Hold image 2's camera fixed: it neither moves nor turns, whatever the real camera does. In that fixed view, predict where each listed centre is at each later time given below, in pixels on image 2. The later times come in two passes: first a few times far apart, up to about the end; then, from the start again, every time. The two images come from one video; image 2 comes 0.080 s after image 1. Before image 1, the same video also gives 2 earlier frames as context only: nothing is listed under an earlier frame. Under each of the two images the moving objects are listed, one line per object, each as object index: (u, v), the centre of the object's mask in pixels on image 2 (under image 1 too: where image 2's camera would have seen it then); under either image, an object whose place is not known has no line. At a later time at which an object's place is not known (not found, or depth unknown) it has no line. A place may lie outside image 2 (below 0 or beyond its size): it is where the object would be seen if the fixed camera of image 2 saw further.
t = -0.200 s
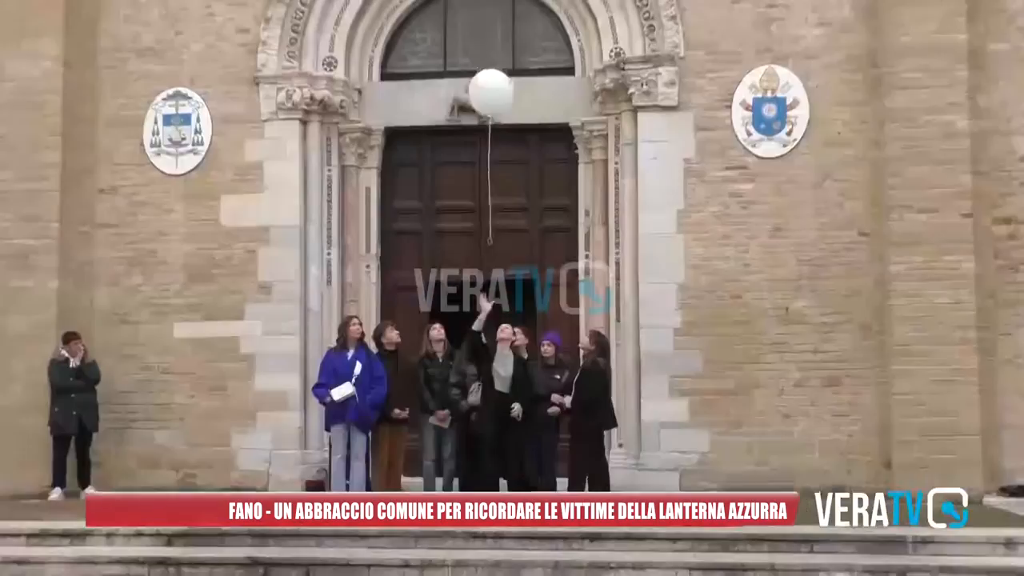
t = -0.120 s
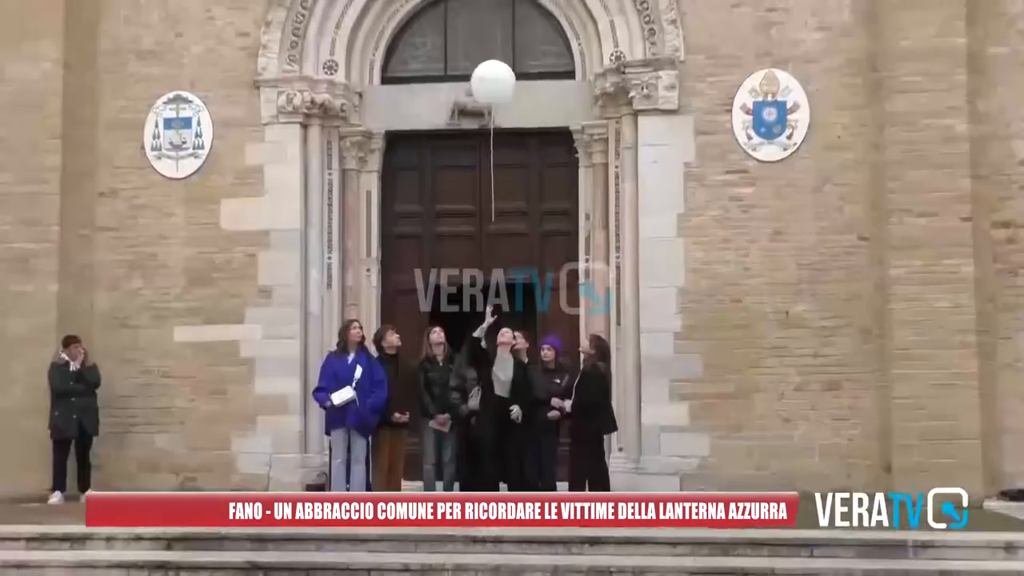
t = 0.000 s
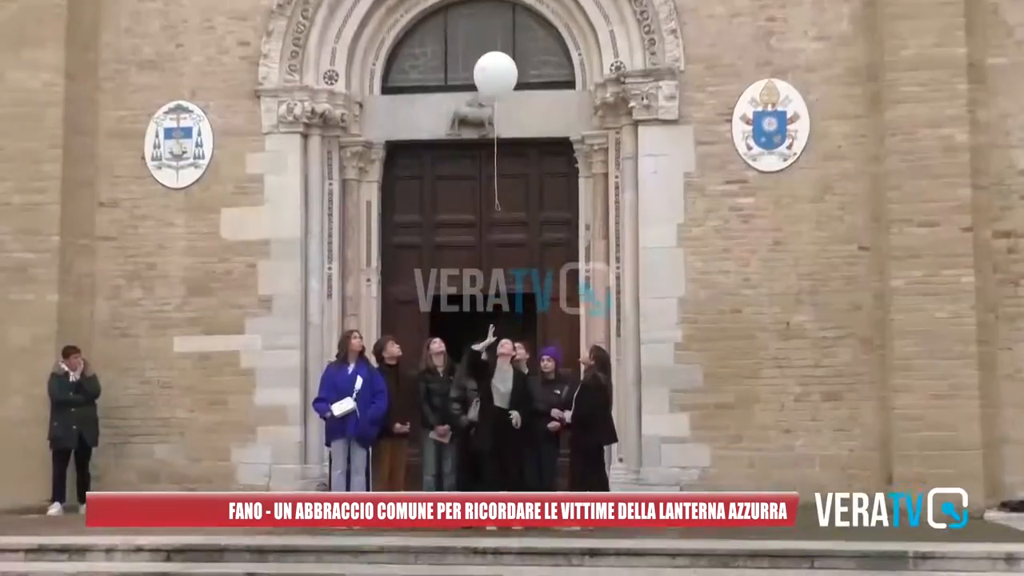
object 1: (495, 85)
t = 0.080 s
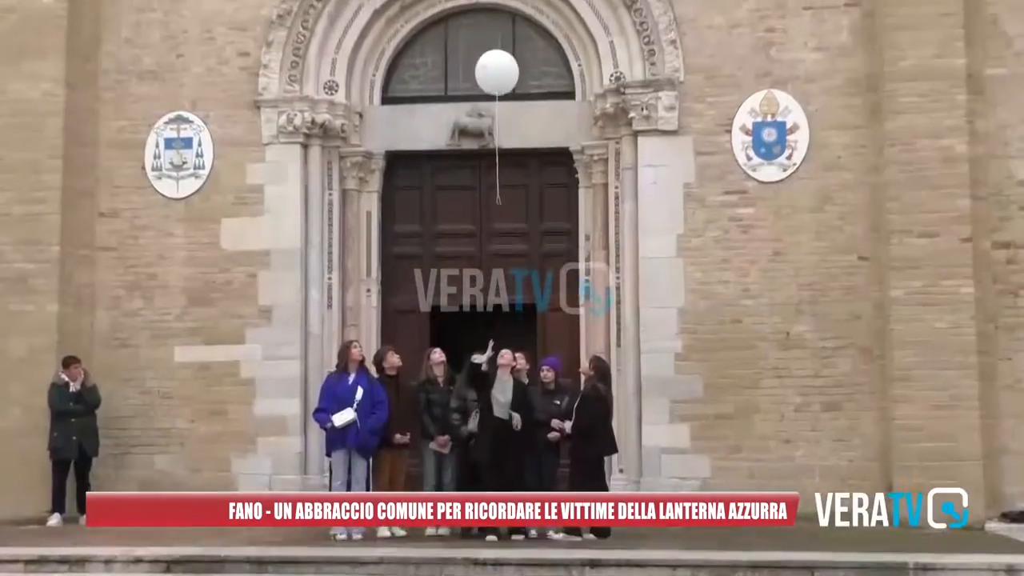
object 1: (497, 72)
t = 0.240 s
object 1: (499, 44)
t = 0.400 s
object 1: (500, 9)
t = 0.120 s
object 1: (497, 65)
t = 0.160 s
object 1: (498, 59)
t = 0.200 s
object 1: (498, 51)
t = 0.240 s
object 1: (499, 44)
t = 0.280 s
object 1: (499, 35)
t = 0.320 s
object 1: (500, 27)
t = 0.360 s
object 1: (500, 18)
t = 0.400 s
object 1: (500, 9)
